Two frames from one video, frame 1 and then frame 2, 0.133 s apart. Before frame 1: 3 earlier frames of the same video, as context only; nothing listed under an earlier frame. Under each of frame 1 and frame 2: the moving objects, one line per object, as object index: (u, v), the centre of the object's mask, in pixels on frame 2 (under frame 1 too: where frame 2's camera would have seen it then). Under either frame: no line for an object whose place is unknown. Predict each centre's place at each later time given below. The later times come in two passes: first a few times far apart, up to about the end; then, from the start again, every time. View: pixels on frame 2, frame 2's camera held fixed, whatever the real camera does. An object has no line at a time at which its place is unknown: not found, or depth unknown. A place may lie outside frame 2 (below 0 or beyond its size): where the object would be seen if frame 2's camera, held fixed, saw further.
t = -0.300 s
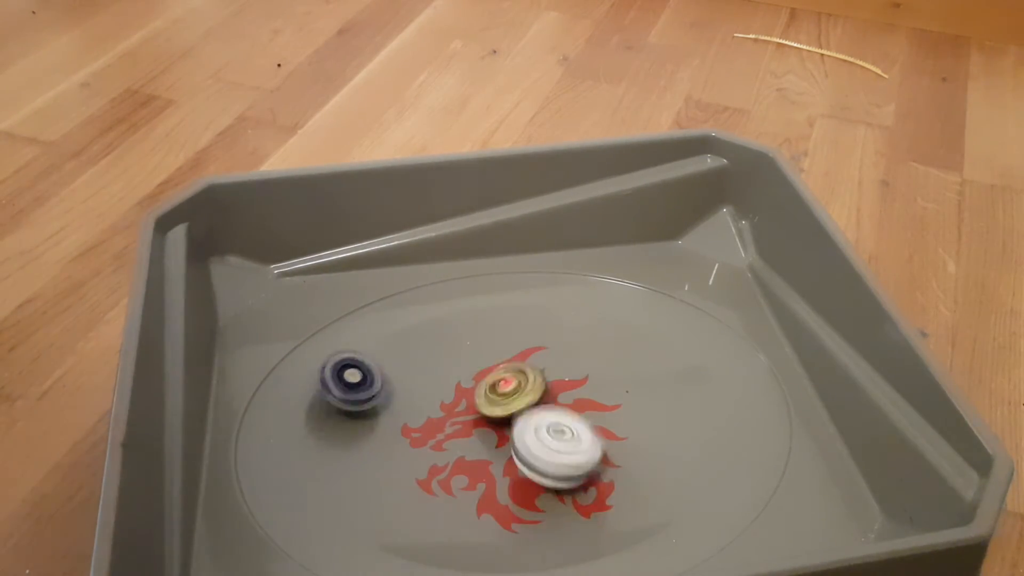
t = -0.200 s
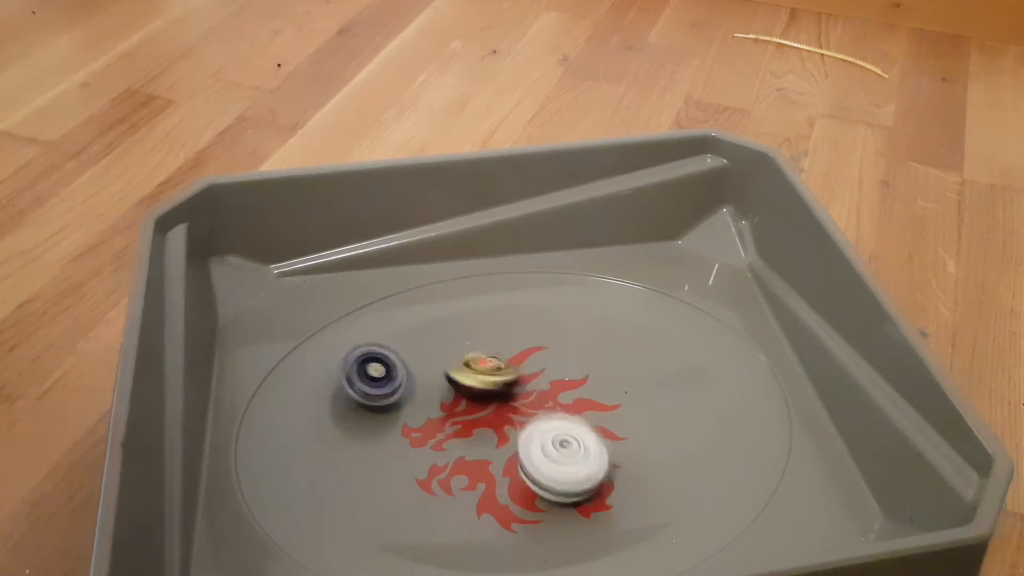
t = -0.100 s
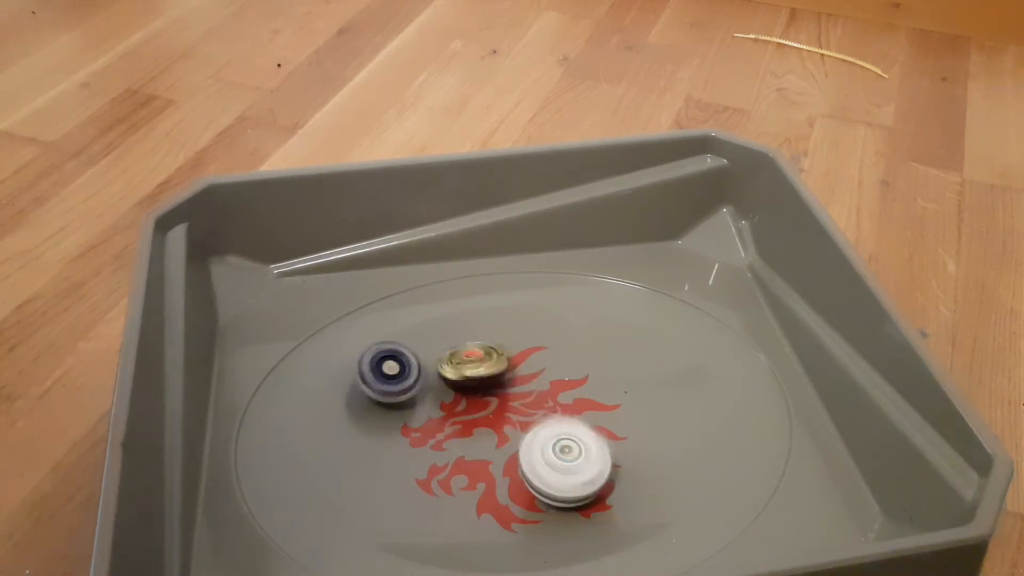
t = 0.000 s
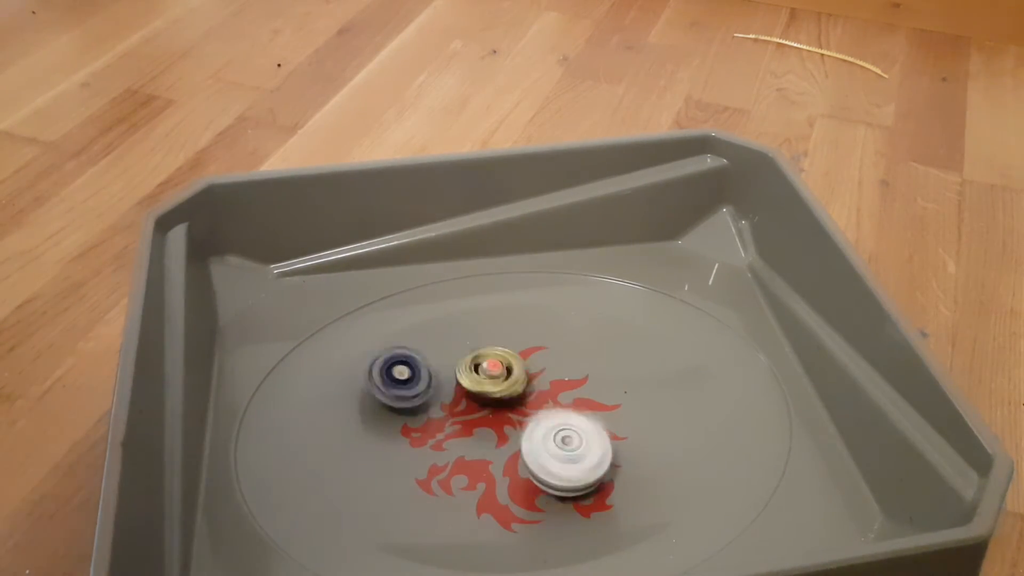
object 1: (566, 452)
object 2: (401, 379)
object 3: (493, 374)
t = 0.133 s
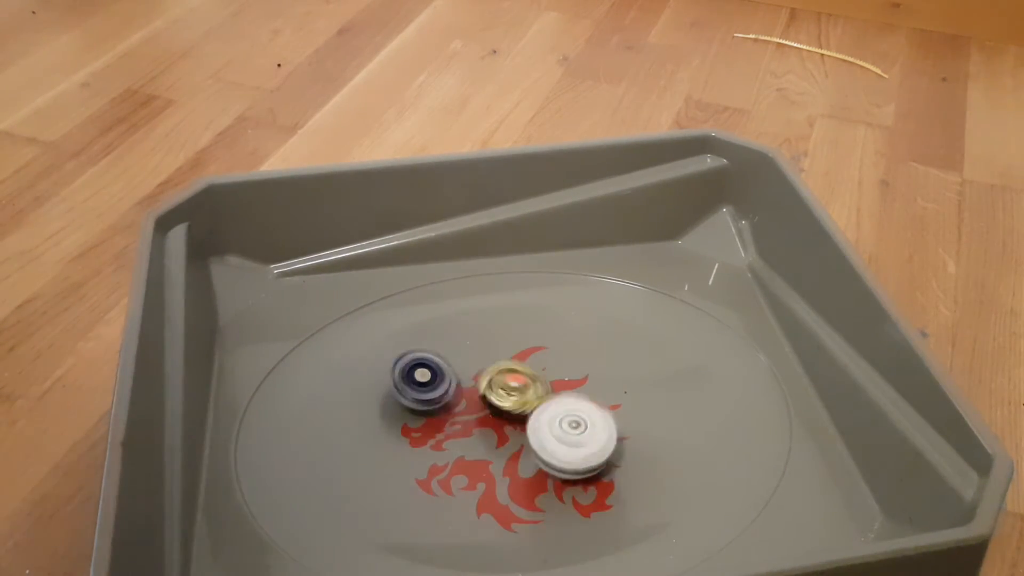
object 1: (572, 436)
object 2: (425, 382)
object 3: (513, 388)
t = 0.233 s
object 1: (580, 441)
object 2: (441, 384)
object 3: (537, 385)
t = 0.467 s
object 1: (584, 450)
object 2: (500, 390)
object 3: (558, 364)
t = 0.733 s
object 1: (563, 457)
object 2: (495, 408)
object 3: (577, 372)
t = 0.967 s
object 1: (556, 456)
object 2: (457, 406)
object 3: (572, 389)
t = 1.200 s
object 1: (529, 437)
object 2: (441, 427)
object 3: (547, 379)
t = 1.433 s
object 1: (541, 432)
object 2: (437, 428)
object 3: (548, 373)
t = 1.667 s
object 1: (560, 436)
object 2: (440, 426)
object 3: (547, 378)
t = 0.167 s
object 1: (574, 432)
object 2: (427, 382)
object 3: (521, 389)
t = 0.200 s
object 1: (577, 433)
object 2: (434, 383)
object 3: (526, 391)
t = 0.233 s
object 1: (580, 441)
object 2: (441, 384)
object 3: (537, 385)
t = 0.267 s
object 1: (581, 446)
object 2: (450, 385)
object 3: (547, 382)
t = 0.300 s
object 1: (581, 449)
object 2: (459, 387)
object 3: (556, 379)
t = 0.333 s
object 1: (583, 451)
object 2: (469, 388)
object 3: (561, 375)
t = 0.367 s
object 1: (585, 451)
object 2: (476, 388)
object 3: (563, 371)
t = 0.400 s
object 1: (585, 451)
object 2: (484, 390)
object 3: (561, 367)
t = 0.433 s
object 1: (585, 450)
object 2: (491, 389)
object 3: (560, 366)
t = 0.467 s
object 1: (584, 450)
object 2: (500, 390)
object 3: (558, 364)
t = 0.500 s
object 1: (583, 449)
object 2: (506, 392)
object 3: (559, 362)
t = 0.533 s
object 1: (579, 449)
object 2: (507, 394)
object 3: (563, 364)
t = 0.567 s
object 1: (576, 448)
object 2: (512, 397)
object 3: (565, 366)
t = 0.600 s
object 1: (572, 447)
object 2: (508, 403)
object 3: (572, 365)
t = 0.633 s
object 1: (567, 446)
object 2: (505, 408)
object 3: (576, 368)
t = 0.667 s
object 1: (563, 447)
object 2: (504, 412)
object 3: (577, 369)
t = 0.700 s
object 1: (562, 451)
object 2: (500, 412)
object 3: (577, 371)
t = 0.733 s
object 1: (563, 457)
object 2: (495, 408)
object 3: (577, 372)
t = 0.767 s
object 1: (564, 460)
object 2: (488, 404)
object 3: (578, 374)
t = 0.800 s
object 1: (564, 461)
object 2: (484, 404)
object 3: (578, 375)
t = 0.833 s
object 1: (564, 461)
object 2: (479, 404)
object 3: (579, 377)
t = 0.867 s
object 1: (563, 461)
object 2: (473, 405)
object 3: (579, 381)
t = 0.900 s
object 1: (562, 459)
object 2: (467, 405)
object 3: (579, 385)
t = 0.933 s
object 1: (559, 458)
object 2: (462, 406)
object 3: (576, 387)
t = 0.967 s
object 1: (556, 456)
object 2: (457, 406)
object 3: (572, 389)
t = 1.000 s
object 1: (551, 454)
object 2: (453, 408)
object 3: (567, 390)
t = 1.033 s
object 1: (548, 451)
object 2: (447, 409)
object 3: (563, 389)
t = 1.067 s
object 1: (543, 450)
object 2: (445, 411)
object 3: (558, 388)
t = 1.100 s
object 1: (540, 448)
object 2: (442, 414)
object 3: (554, 386)
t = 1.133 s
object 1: (536, 445)
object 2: (440, 418)
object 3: (550, 385)
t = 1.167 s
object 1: (533, 442)
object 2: (439, 423)
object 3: (548, 381)
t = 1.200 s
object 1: (529, 437)
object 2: (441, 427)
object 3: (547, 379)
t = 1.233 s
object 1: (527, 434)
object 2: (445, 430)
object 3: (547, 378)
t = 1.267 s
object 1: (526, 431)
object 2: (446, 433)
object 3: (548, 376)
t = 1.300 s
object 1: (527, 430)
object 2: (446, 433)
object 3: (549, 374)
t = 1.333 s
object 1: (527, 428)
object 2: (447, 434)
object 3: (549, 374)
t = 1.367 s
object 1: (531, 429)
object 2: (447, 433)
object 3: (549, 373)
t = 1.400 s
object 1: (537, 430)
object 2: (441, 430)
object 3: (549, 373)
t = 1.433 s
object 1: (541, 432)
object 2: (437, 428)
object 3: (548, 373)
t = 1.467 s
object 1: (545, 431)
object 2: (434, 427)
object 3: (548, 373)
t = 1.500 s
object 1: (547, 432)
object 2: (433, 427)
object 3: (548, 373)
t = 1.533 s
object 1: (551, 432)
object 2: (431, 427)
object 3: (548, 373)
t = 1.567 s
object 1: (552, 434)
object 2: (433, 427)
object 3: (547, 374)
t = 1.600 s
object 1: (556, 434)
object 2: (434, 426)
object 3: (547, 375)
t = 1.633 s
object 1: (557, 435)
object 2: (436, 426)
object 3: (547, 376)
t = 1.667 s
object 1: (560, 436)
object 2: (440, 426)
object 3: (547, 378)
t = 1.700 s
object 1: (561, 438)
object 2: (445, 425)
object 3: (548, 379)
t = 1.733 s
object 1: (562, 438)
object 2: (451, 424)
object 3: (550, 380)
